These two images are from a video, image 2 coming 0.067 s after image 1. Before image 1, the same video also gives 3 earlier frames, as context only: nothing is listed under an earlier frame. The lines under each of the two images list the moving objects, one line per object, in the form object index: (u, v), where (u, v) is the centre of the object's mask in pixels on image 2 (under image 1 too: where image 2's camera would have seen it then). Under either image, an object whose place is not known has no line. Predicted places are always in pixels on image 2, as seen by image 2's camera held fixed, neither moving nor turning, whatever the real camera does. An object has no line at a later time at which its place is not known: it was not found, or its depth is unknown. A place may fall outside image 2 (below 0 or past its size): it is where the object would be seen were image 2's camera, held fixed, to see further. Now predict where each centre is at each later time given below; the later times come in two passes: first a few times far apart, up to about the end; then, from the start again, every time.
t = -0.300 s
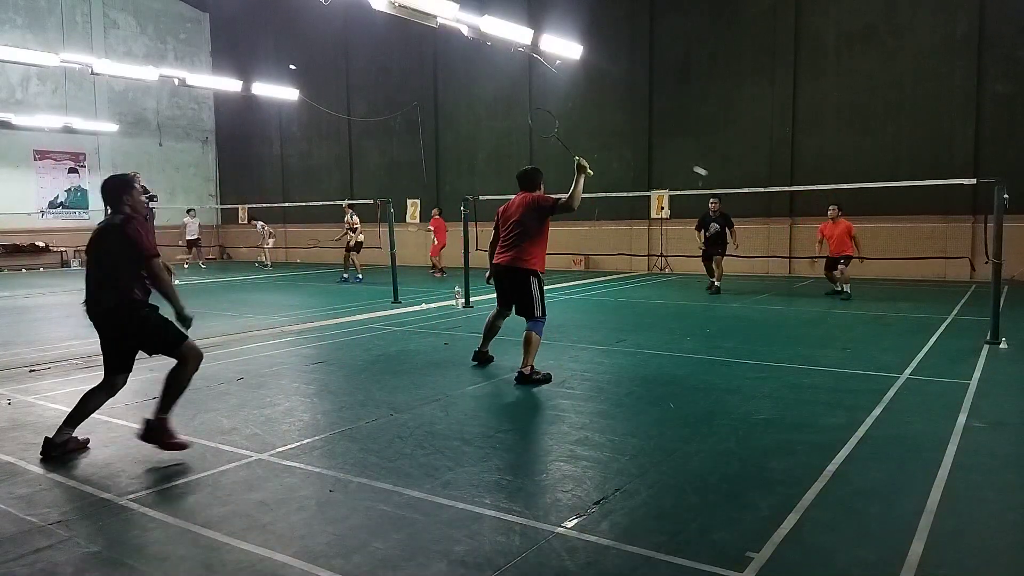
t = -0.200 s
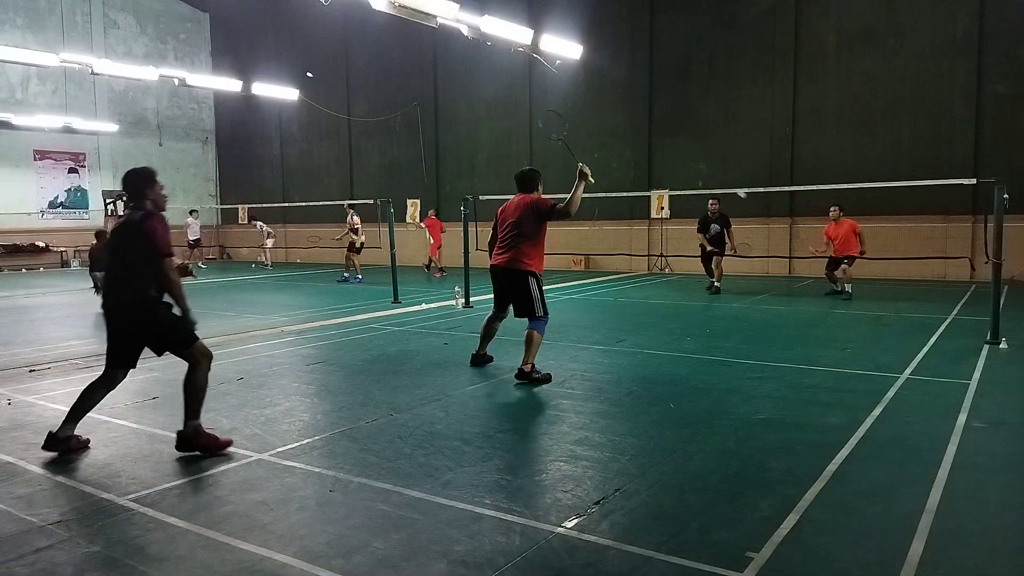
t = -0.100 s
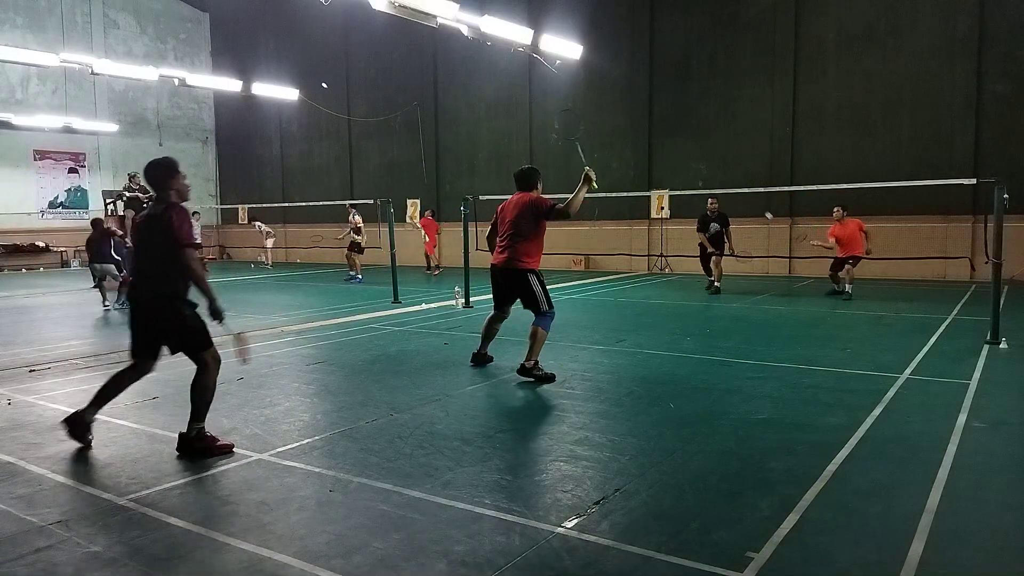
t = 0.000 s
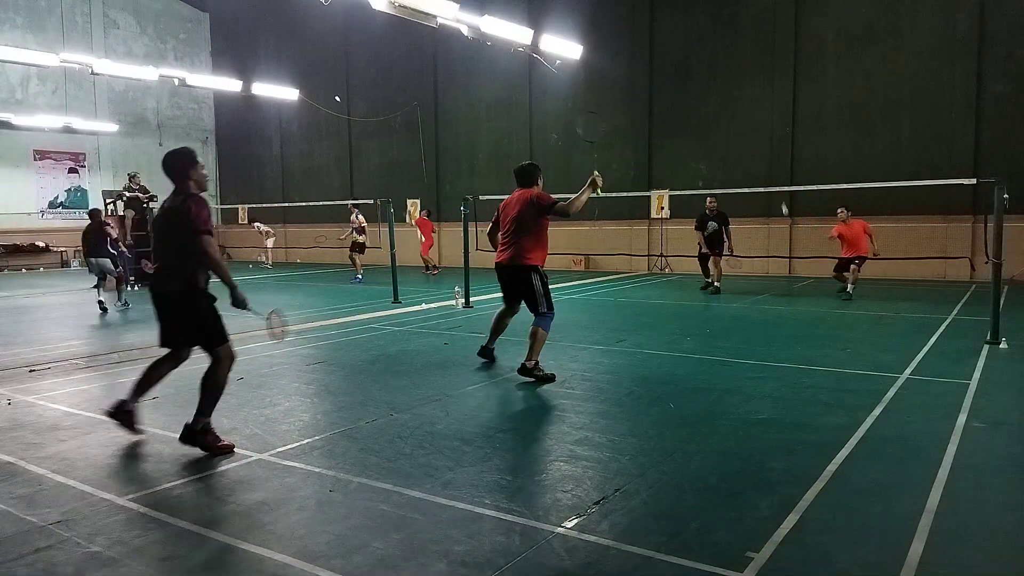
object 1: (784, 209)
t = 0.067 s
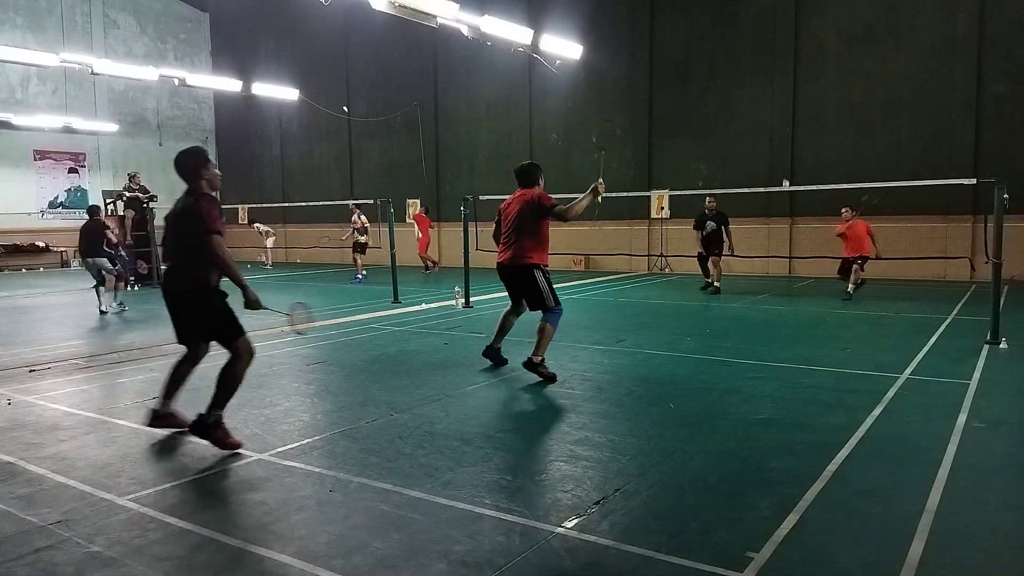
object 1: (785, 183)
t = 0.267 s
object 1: (784, 134)
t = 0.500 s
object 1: (781, 130)
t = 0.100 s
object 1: (785, 174)
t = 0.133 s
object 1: (784, 163)
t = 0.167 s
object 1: (784, 155)
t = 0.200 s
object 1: (784, 147)
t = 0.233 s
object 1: (784, 140)
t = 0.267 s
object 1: (784, 134)
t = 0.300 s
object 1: (784, 130)
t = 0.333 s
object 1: (784, 127)
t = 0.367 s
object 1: (783, 125)
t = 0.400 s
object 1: (783, 124)
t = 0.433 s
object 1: (783, 125)
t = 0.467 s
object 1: (782, 127)
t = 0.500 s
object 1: (781, 130)
